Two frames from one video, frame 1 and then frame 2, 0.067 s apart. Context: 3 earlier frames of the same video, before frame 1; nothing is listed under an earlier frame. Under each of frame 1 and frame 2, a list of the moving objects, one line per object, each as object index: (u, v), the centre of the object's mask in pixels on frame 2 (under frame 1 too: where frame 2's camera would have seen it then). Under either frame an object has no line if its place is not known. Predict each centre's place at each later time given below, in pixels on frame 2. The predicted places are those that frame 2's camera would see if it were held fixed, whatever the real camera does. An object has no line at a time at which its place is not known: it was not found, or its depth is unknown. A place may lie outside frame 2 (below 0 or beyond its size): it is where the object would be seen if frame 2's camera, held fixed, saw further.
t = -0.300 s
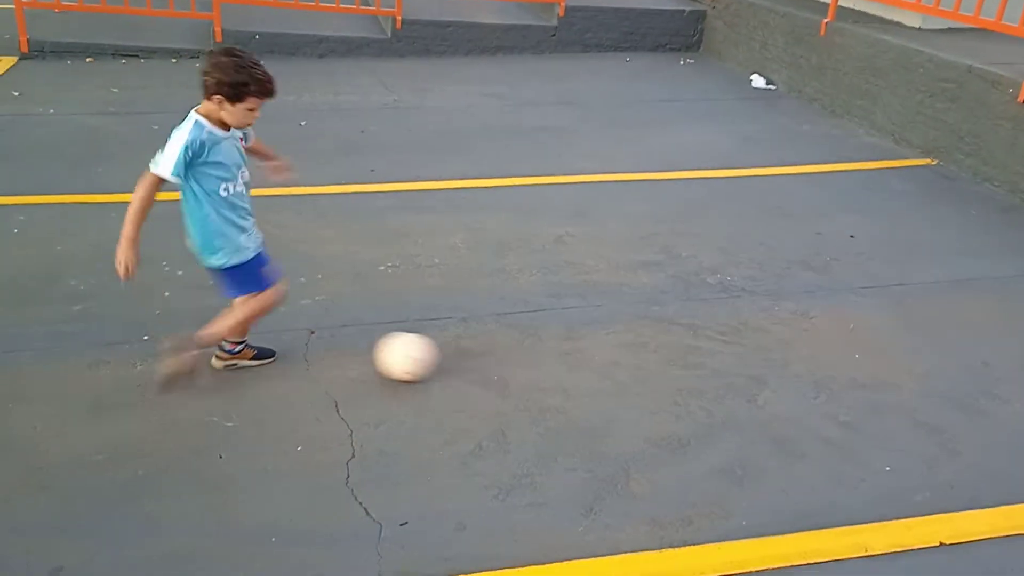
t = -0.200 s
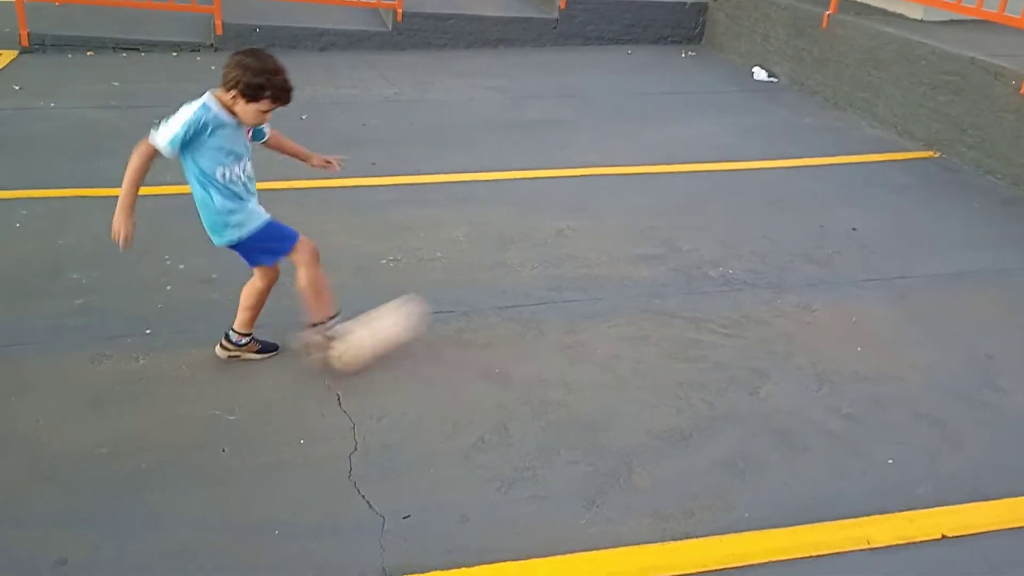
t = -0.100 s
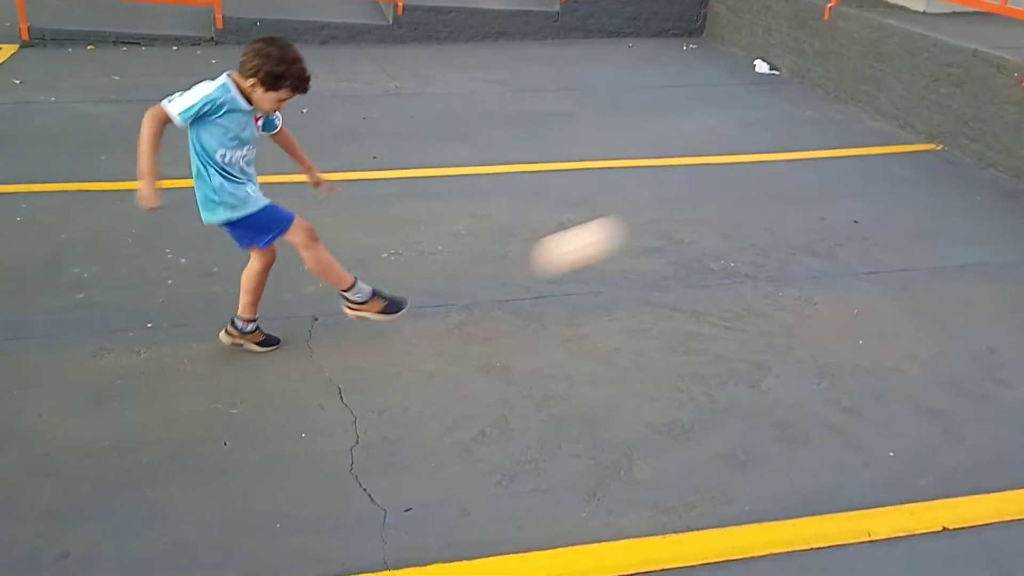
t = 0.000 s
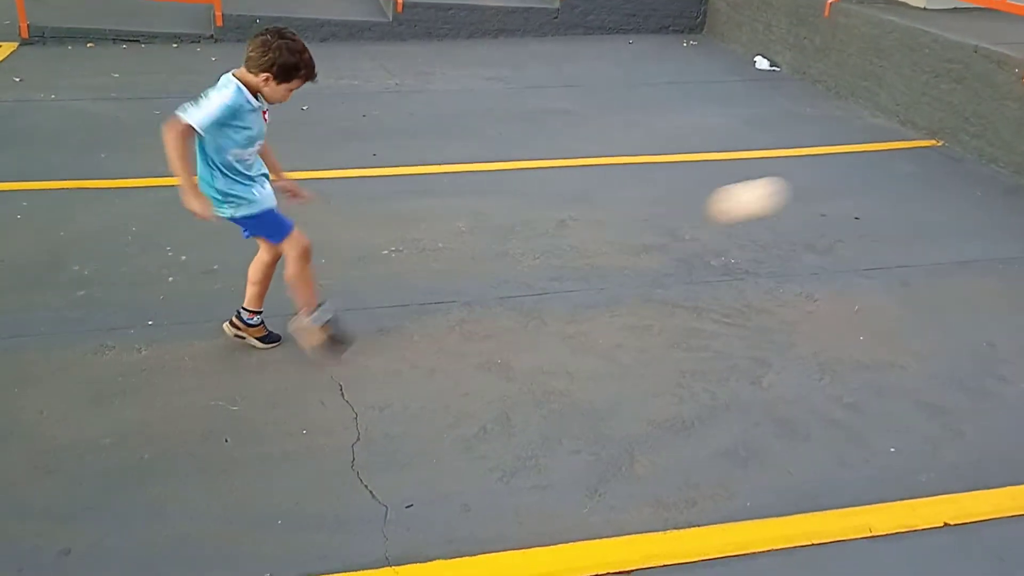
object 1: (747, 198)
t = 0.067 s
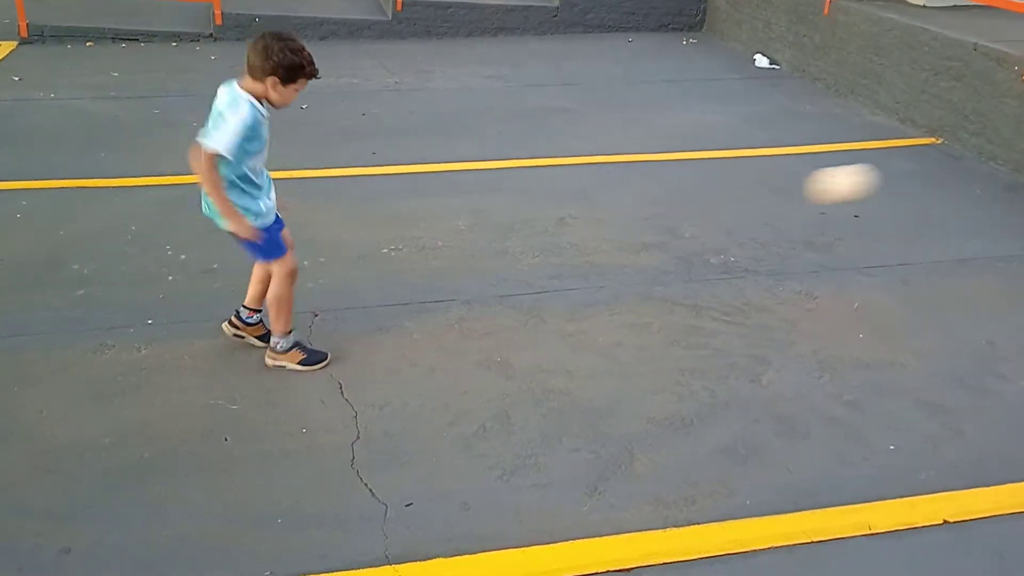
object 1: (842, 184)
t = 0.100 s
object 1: (883, 181)
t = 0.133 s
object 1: (920, 180)
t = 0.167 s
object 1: (954, 181)
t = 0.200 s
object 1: (985, 185)
